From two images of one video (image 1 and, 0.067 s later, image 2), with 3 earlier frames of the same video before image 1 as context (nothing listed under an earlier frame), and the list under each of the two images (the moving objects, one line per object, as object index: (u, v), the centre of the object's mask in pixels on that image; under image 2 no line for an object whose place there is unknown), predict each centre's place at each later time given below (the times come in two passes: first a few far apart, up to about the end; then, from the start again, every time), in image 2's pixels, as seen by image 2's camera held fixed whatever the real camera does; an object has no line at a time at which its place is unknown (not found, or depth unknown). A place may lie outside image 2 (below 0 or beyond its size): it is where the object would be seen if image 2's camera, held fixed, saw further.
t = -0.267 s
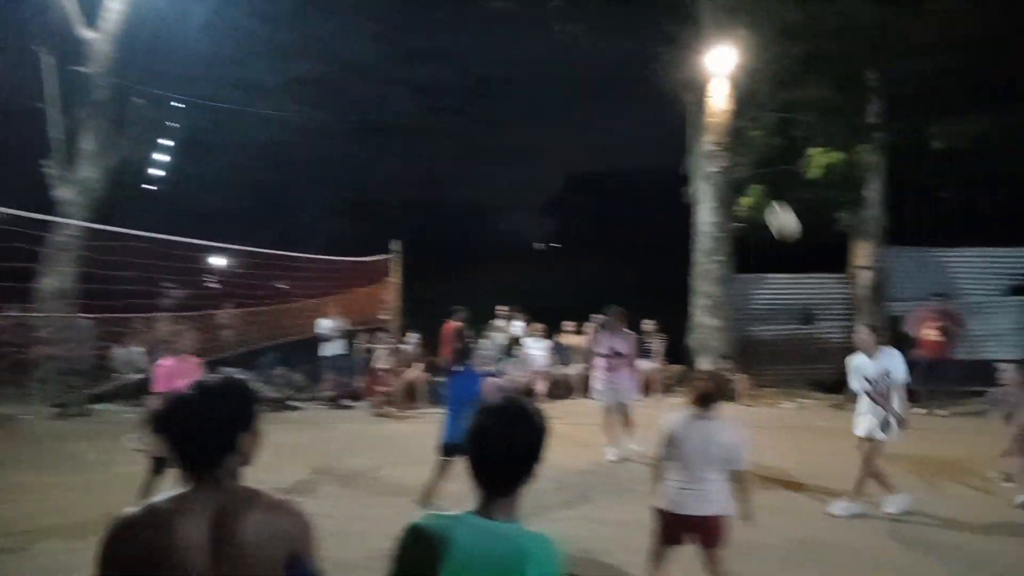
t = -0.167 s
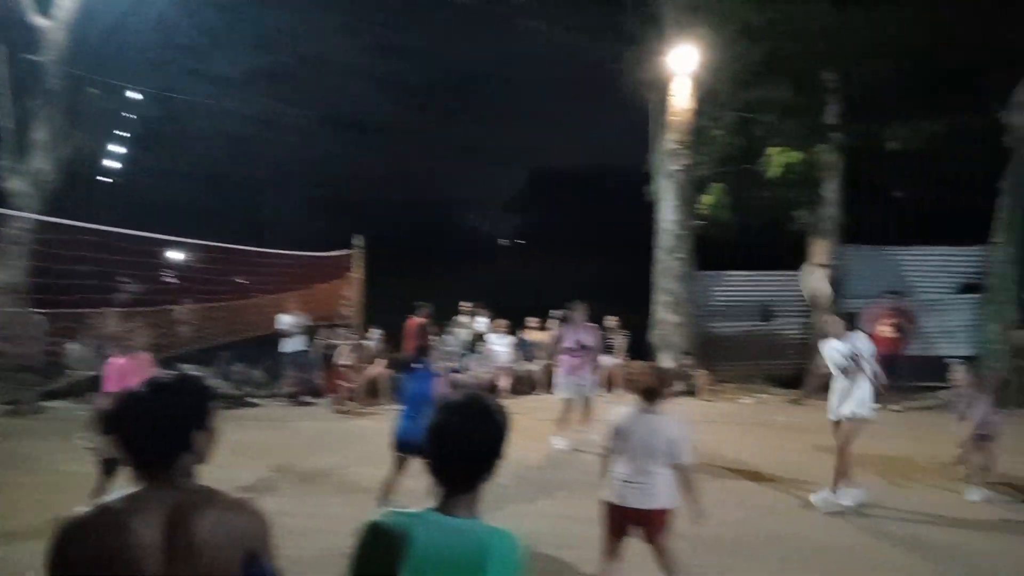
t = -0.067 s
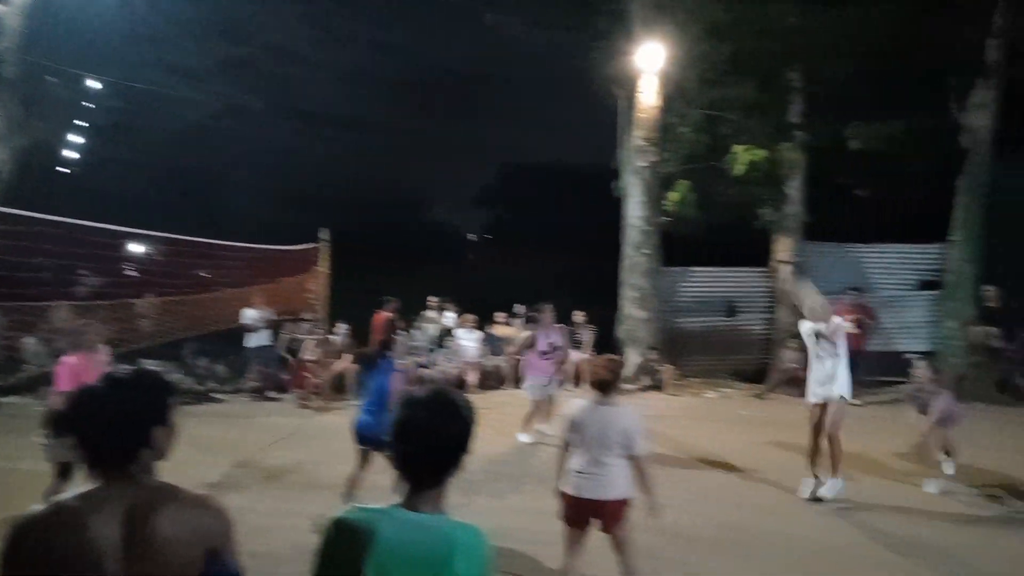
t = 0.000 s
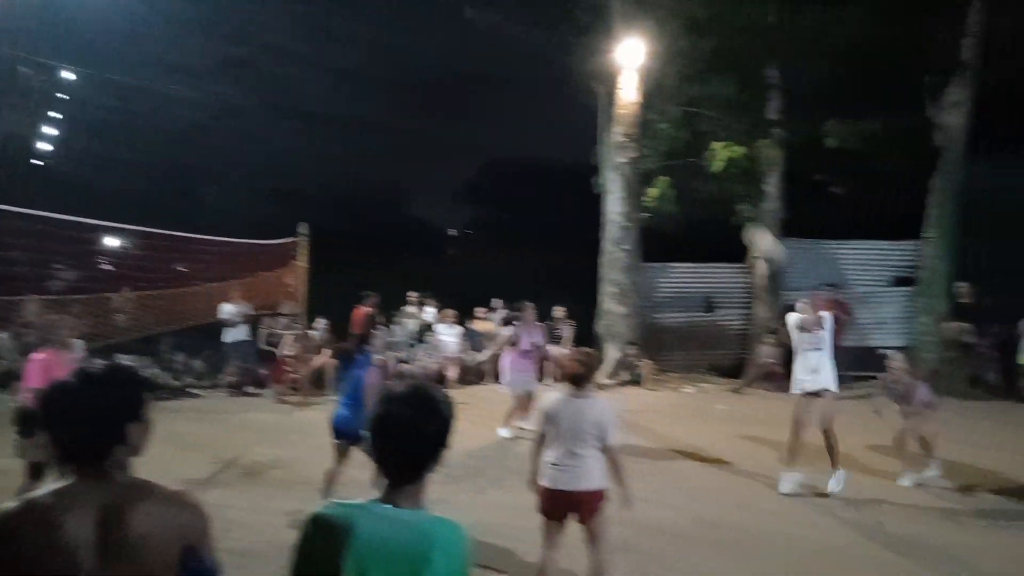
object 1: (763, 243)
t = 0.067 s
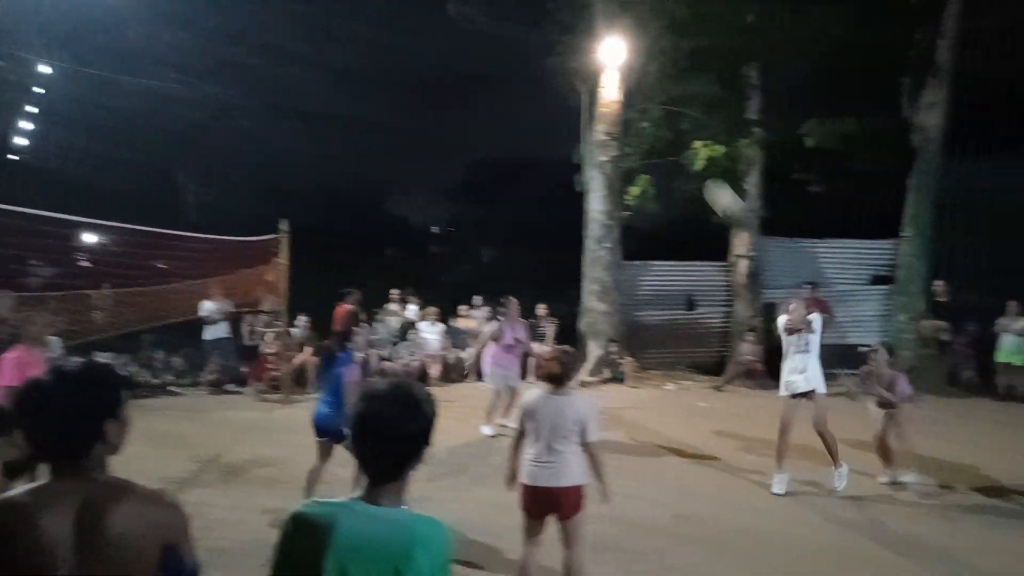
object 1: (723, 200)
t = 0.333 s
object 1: (634, 78)
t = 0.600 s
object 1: (542, 49)
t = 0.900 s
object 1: (437, 130)
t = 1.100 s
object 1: (371, 246)
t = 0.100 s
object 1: (714, 181)
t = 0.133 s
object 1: (700, 161)
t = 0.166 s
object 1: (688, 143)
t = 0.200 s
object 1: (678, 128)
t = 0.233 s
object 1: (668, 114)
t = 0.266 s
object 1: (657, 101)
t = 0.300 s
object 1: (646, 89)
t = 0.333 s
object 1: (634, 78)
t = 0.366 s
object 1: (627, 72)
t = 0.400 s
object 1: (613, 68)
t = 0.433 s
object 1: (594, 57)
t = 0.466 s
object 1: (585, 53)
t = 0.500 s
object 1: (578, 51)
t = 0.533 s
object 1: (566, 48)
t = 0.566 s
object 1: (554, 48)
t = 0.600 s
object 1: (542, 49)
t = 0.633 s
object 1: (530, 52)
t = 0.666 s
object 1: (519, 56)
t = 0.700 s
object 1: (507, 63)
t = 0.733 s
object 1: (495, 70)
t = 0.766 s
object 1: (484, 79)
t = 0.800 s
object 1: (472, 90)
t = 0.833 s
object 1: (460, 102)
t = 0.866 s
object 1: (449, 115)
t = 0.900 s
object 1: (437, 130)
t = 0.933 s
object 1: (426, 146)
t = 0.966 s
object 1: (415, 164)
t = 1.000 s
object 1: (404, 182)
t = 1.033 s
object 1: (393, 202)
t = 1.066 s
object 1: (382, 223)
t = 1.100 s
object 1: (371, 246)
